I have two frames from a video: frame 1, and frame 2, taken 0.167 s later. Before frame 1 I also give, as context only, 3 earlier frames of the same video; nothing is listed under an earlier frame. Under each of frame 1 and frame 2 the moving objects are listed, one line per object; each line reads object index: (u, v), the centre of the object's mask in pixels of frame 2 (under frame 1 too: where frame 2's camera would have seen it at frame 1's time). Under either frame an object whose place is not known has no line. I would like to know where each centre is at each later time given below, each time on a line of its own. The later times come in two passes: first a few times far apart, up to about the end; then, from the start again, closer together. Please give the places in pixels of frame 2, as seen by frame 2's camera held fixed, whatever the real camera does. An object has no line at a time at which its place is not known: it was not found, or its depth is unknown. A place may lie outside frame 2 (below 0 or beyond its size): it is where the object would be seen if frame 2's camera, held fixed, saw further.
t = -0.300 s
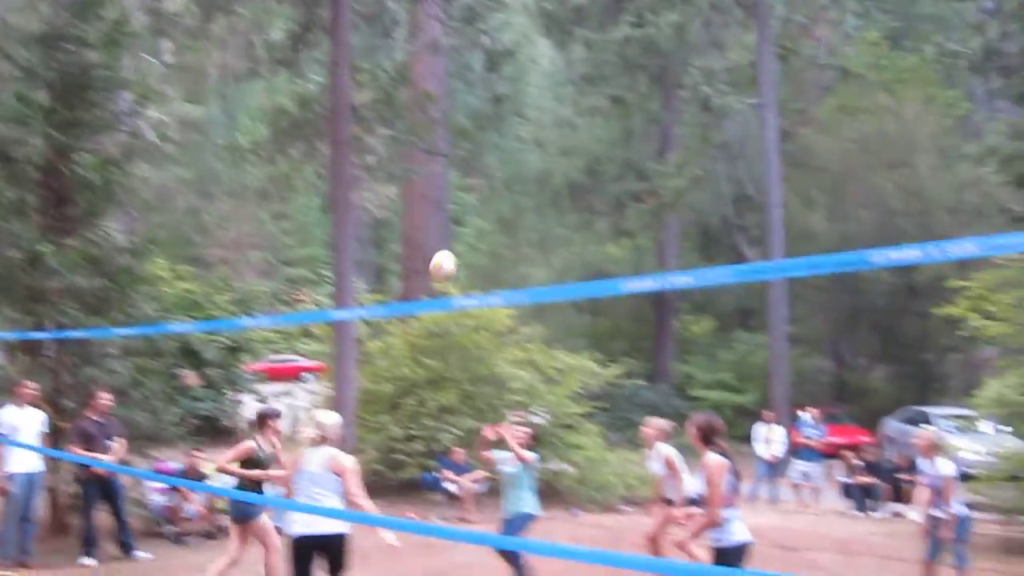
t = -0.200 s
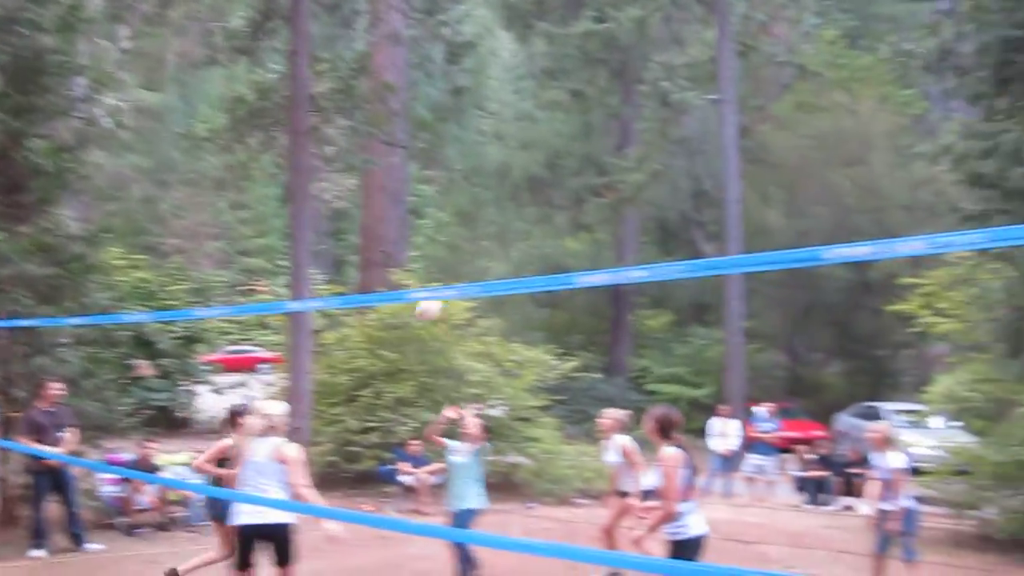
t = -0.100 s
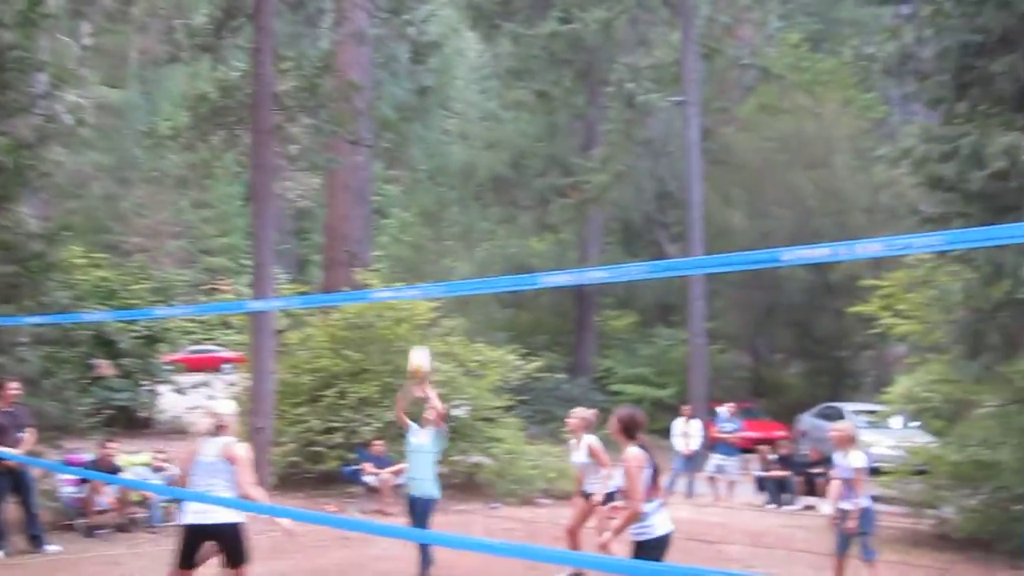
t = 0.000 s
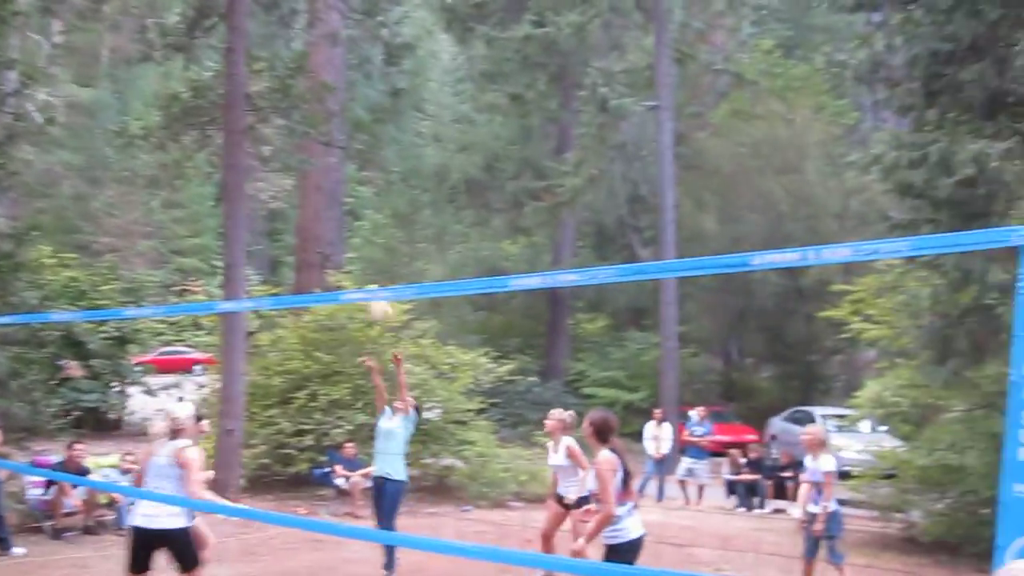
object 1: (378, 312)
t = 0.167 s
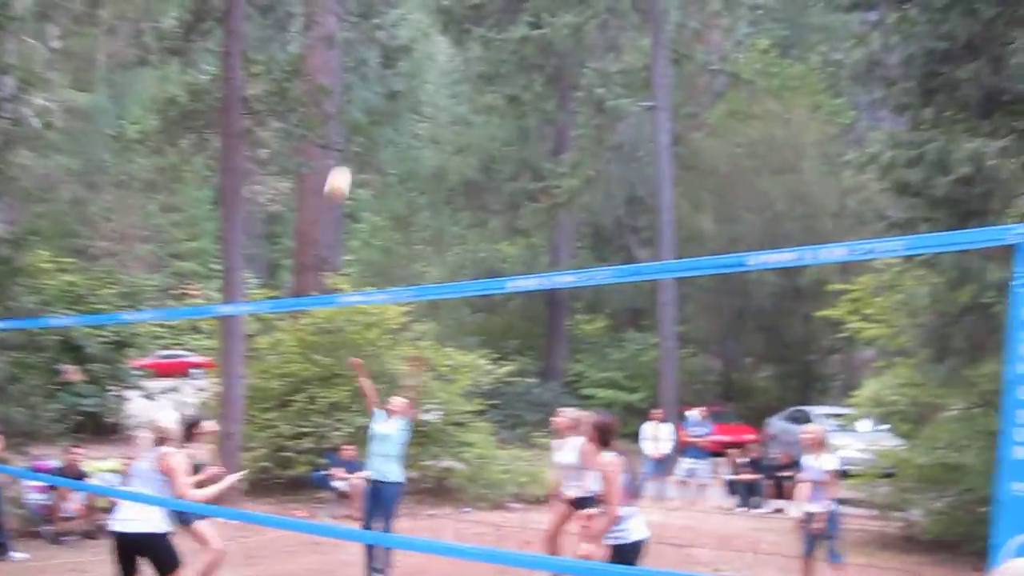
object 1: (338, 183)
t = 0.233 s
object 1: (324, 142)
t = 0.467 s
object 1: (270, 43)
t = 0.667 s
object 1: (222, 1)
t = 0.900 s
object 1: (166, 11)
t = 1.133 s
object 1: (100, 80)
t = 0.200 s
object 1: (332, 160)
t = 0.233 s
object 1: (324, 142)
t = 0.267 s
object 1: (318, 124)
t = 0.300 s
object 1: (311, 109)
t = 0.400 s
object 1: (286, 65)
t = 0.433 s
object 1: (279, 54)
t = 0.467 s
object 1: (270, 43)
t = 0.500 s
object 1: (263, 33)
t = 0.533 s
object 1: (255, 24)
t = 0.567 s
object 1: (246, 15)
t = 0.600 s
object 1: (237, 9)
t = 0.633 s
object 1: (229, 4)
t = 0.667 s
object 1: (222, 1)
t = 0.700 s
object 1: (215, -1)
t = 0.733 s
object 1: (207, -2)
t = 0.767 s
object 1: (200, -2)
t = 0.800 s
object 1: (191, -1)
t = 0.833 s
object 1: (184, 1)
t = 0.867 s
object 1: (175, 5)
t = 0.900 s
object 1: (166, 11)
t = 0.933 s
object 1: (157, 16)
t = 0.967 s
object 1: (149, 24)
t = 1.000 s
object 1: (139, 33)
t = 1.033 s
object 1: (131, 41)
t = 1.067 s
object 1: (120, 54)
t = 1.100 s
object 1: (110, 65)
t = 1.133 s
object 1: (100, 80)
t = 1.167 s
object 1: (91, 95)
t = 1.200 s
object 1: (82, 112)
